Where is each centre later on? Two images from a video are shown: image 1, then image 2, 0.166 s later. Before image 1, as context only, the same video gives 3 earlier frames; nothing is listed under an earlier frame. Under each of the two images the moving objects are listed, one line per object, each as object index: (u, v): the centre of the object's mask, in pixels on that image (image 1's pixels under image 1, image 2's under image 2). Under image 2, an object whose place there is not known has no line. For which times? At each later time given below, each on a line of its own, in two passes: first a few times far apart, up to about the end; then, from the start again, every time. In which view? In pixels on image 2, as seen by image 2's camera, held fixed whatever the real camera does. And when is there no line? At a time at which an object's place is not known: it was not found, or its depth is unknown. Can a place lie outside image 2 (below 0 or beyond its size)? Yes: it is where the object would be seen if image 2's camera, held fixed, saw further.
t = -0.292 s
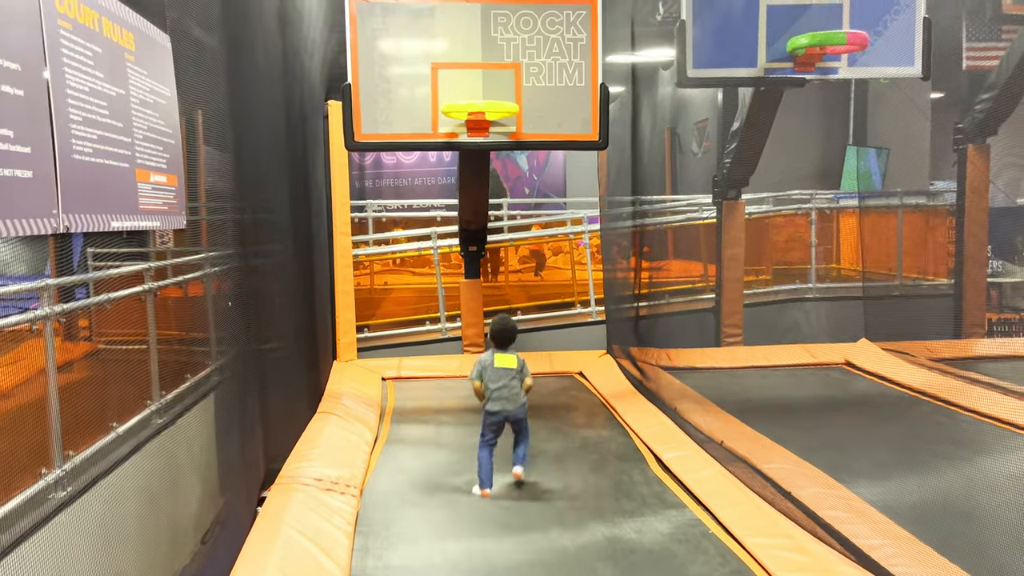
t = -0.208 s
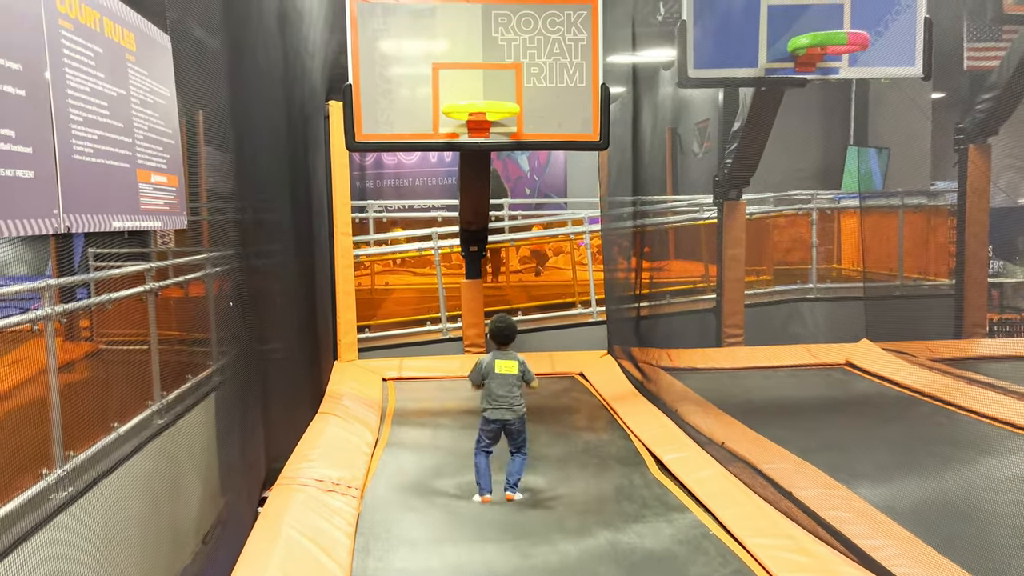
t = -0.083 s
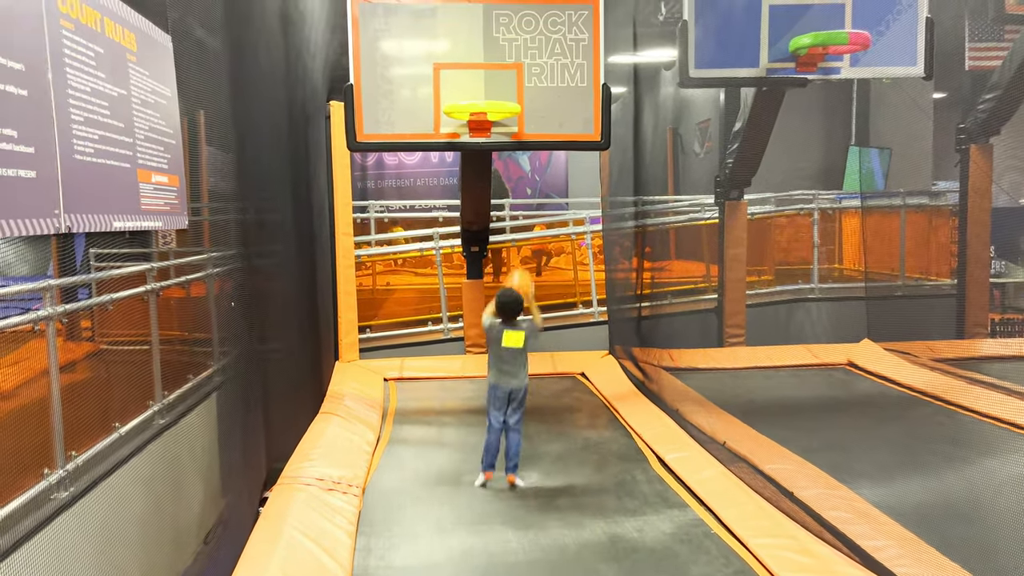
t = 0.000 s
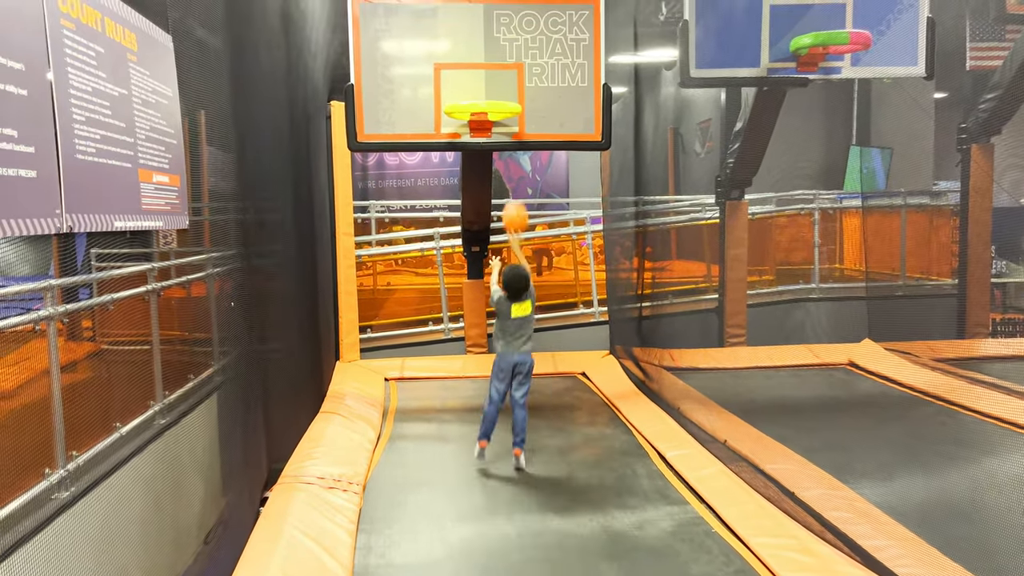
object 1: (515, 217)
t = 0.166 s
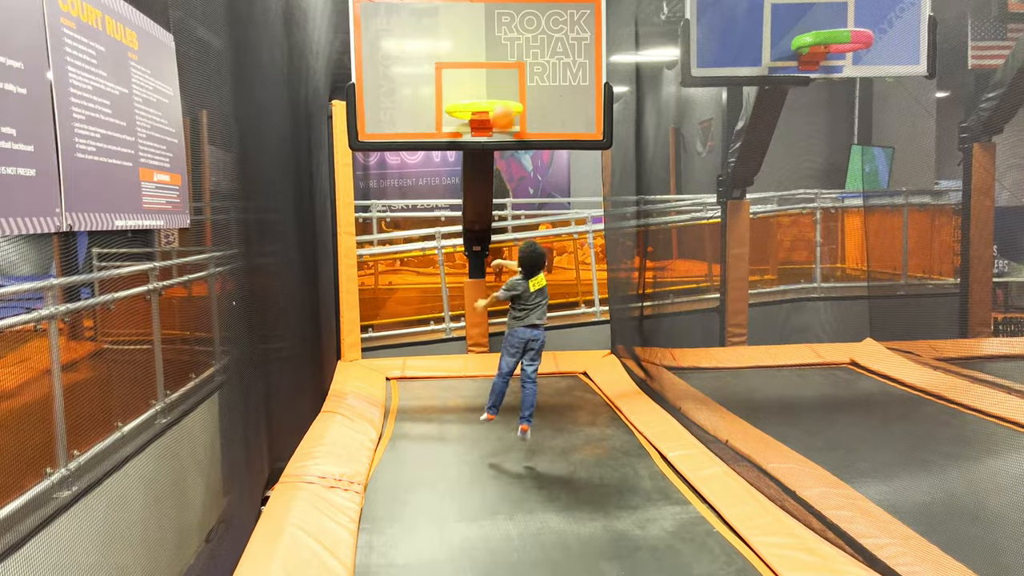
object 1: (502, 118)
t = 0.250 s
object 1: (497, 87)
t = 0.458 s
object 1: (486, 66)
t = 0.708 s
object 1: (476, 90)
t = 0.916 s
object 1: (474, 86)
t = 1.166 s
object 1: (468, 80)
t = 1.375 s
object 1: (465, 144)
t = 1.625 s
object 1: (462, 327)
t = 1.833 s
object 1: (458, 428)
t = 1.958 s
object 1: (454, 377)
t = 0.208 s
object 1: (499, 100)
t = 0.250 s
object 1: (497, 87)
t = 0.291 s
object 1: (494, 77)
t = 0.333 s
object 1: (492, 71)
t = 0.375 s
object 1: (490, 67)
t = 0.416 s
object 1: (487, 66)
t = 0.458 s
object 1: (486, 66)
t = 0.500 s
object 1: (483, 71)
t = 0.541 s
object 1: (481, 76)
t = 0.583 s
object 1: (480, 86)
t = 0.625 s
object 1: (478, 93)
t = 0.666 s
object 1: (477, 93)
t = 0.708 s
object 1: (476, 90)
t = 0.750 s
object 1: (475, 84)
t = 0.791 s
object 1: (475, 81)
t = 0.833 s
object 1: (475, 80)
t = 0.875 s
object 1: (474, 82)
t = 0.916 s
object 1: (474, 86)
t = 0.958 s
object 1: (473, 88)
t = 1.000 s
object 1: (472, 82)
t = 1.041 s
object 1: (471, 76)
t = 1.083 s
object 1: (470, 75)
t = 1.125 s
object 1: (469, 76)
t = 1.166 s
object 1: (468, 80)
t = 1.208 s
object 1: (468, 87)
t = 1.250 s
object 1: (467, 96)
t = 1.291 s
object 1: (465, 109)
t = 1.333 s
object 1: (465, 125)
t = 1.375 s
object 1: (465, 144)
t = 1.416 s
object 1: (465, 166)
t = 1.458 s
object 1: (464, 191)
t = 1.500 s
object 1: (464, 220)
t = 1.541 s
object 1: (463, 252)
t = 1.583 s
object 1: (463, 286)
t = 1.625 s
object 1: (462, 327)
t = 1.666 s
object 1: (462, 373)
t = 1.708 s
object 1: (462, 418)
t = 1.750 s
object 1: (461, 469)
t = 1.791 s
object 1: (460, 450)
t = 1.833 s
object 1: (458, 428)
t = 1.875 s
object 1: (457, 407)
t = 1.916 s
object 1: (455, 390)
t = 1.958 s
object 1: (454, 377)
